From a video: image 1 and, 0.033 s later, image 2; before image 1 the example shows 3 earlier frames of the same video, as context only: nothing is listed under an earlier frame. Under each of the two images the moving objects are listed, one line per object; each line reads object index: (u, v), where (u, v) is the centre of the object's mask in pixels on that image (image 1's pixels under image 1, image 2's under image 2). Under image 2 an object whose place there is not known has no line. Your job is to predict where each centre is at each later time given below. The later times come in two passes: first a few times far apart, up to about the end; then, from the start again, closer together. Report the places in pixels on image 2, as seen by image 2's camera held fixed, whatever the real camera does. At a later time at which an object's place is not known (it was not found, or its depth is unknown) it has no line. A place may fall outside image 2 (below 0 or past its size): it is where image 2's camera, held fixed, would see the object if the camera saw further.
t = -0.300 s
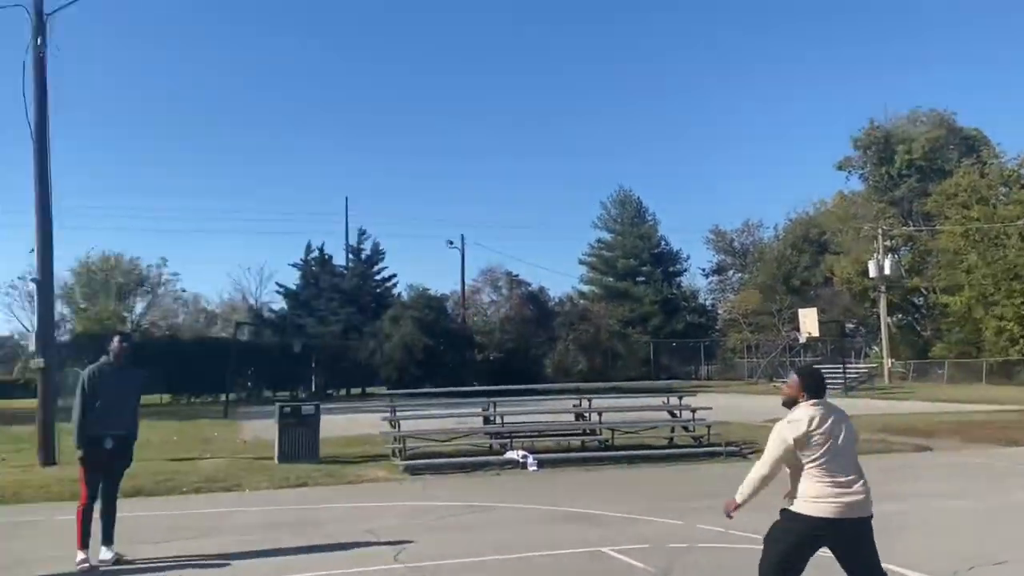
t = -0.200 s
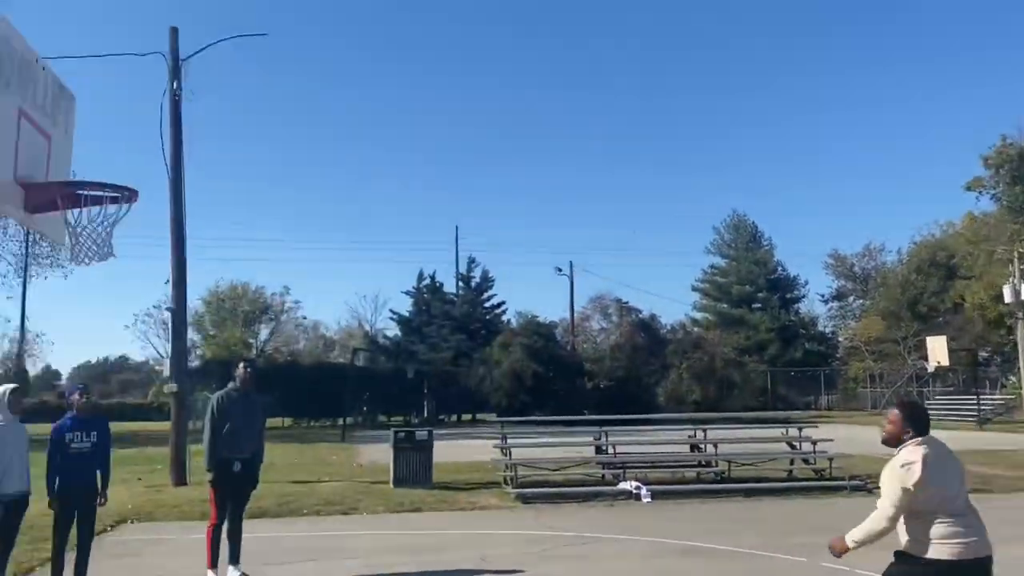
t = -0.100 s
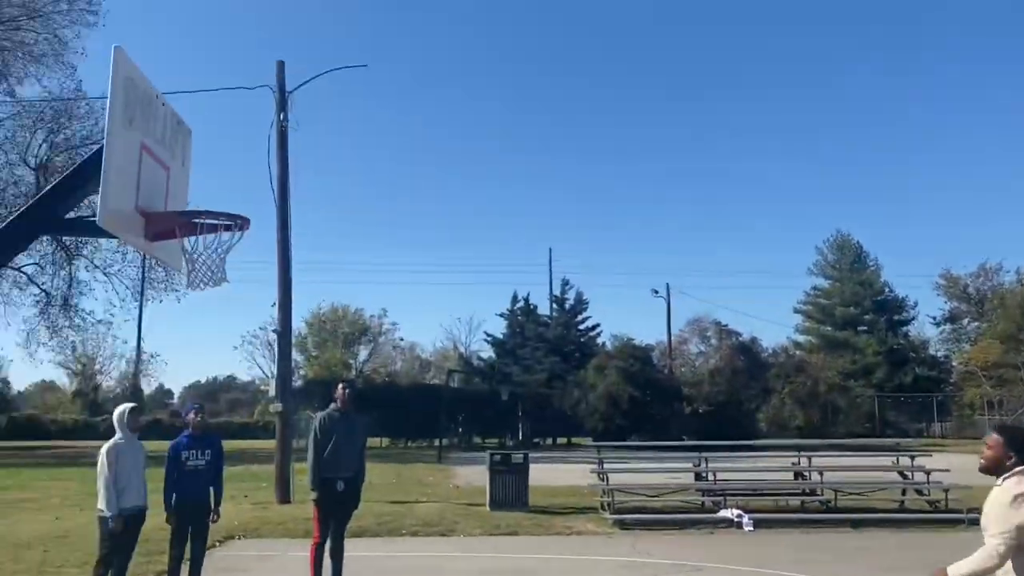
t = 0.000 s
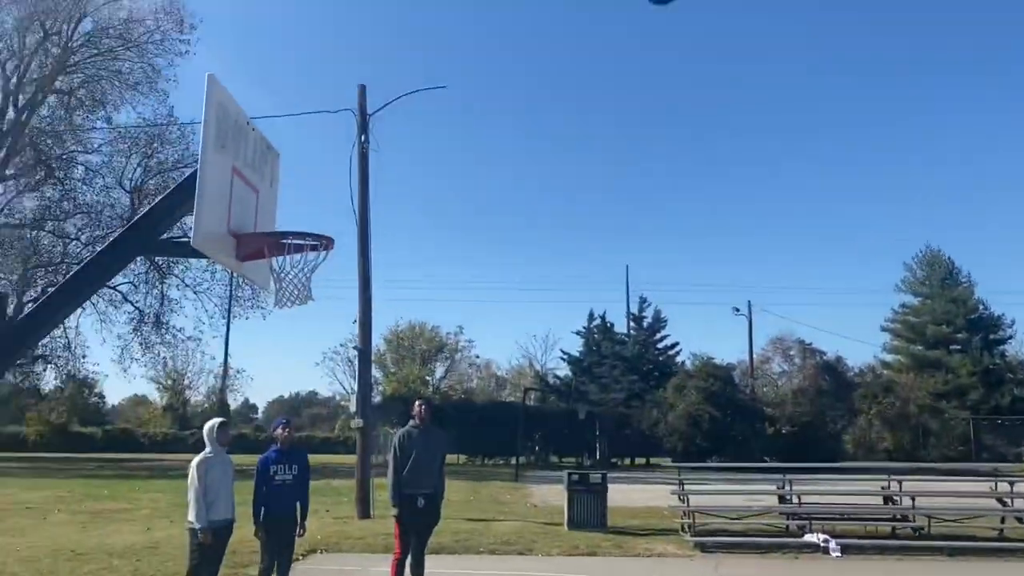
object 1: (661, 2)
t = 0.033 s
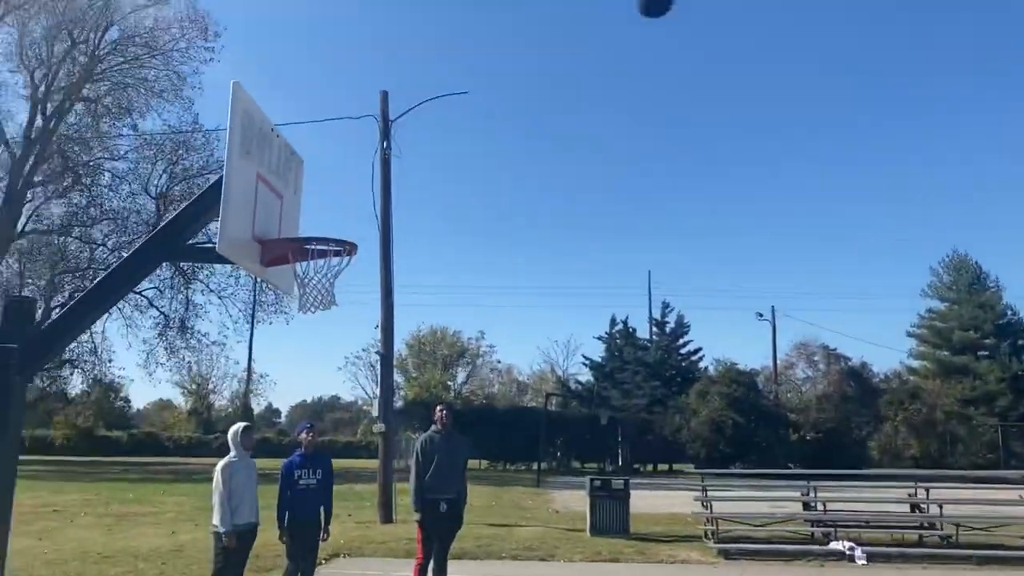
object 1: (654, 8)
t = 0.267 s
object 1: (463, 96)
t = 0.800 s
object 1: (410, 230)
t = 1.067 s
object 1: (501, 310)
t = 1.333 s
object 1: (579, 459)
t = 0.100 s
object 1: (597, 19)
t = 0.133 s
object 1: (568, 32)
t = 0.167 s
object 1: (541, 46)
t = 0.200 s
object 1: (514, 62)
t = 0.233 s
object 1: (488, 78)
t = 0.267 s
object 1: (463, 96)
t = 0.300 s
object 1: (438, 115)
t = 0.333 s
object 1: (414, 136)
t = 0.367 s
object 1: (389, 156)
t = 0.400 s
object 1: (364, 179)
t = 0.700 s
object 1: (371, 220)
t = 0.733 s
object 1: (384, 222)
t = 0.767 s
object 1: (398, 225)
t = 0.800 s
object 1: (410, 230)
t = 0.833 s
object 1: (422, 236)
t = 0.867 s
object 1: (433, 243)
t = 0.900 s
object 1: (445, 251)
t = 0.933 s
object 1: (456, 261)
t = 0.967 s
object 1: (467, 272)
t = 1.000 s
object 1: (479, 283)
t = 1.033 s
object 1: (490, 296)
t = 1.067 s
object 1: (501, 310)
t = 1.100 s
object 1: (511, 326)
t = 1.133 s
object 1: (522, 342)
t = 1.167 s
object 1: (532, 359)
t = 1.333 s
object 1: (579, 459)
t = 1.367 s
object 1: (592, 486)
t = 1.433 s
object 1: (610, 538)
